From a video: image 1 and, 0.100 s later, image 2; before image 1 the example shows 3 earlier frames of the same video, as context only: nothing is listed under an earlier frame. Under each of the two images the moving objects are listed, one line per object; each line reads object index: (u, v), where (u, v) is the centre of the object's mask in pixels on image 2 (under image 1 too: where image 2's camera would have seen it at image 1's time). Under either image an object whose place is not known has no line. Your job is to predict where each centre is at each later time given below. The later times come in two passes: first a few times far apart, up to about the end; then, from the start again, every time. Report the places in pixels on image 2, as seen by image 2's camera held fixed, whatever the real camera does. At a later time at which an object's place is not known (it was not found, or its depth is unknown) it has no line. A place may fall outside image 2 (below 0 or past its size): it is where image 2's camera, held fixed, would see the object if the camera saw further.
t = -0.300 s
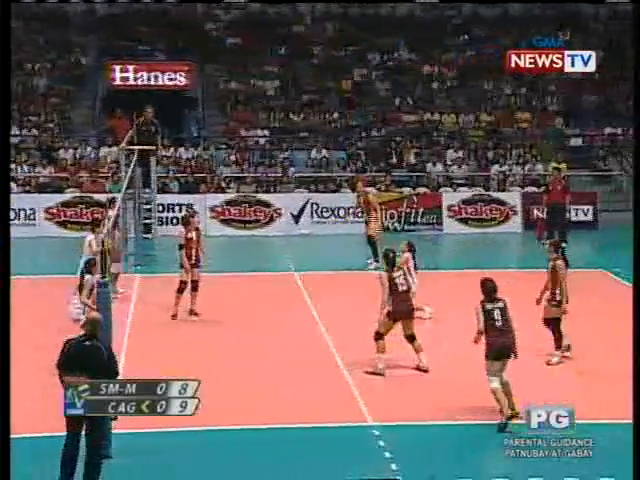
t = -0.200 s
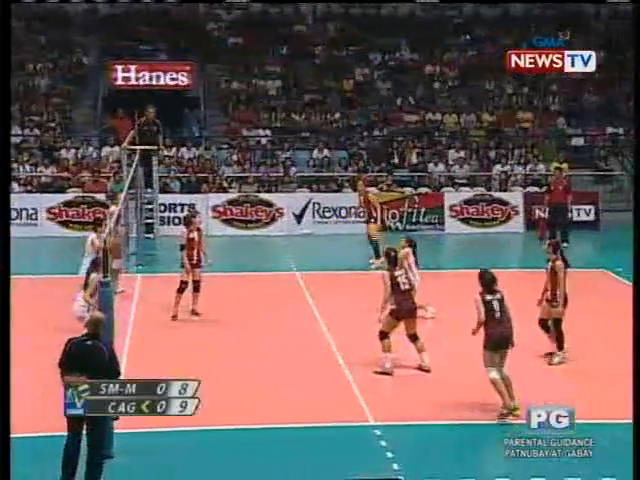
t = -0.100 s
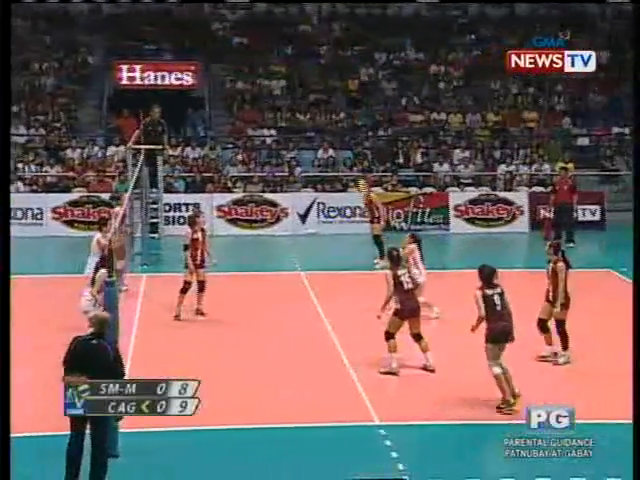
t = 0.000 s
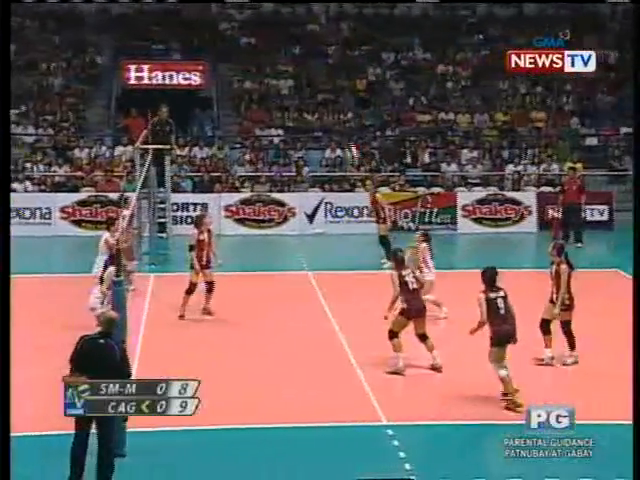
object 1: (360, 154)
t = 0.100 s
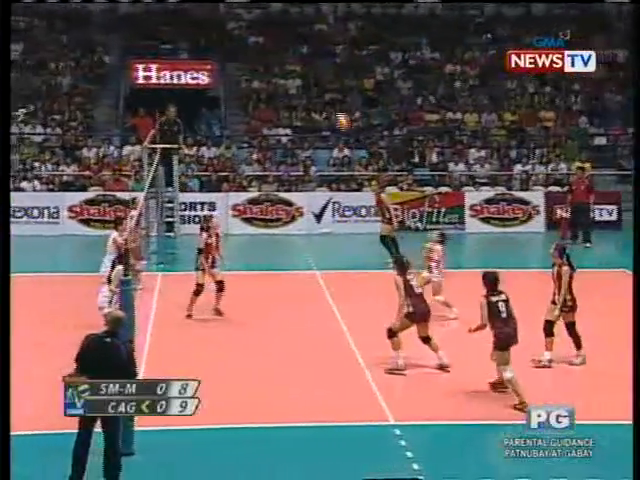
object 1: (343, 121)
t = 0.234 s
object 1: (318, 89)
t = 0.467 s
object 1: (278, 65)
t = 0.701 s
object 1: (237, 74)
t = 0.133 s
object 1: (337, 114)
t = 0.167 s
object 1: (330, 103)
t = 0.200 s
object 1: (324, 95)
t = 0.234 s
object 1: (318, 89)
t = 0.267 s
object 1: (313, 84)
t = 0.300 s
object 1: (308, 78)
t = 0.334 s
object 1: (301, 74)
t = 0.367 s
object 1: (295, 71)
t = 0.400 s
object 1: (289, 67)
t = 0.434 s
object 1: (283, 66)
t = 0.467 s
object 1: (278, 65)
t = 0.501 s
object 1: (271, 64)
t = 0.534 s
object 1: (266, 64)
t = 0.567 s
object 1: (260, 64)
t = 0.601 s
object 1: (254, 66)
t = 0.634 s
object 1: (248, 68)
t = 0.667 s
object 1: (243, 70)
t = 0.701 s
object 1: (237, 74)
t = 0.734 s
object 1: (231, 78)
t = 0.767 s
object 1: (226, 83)
